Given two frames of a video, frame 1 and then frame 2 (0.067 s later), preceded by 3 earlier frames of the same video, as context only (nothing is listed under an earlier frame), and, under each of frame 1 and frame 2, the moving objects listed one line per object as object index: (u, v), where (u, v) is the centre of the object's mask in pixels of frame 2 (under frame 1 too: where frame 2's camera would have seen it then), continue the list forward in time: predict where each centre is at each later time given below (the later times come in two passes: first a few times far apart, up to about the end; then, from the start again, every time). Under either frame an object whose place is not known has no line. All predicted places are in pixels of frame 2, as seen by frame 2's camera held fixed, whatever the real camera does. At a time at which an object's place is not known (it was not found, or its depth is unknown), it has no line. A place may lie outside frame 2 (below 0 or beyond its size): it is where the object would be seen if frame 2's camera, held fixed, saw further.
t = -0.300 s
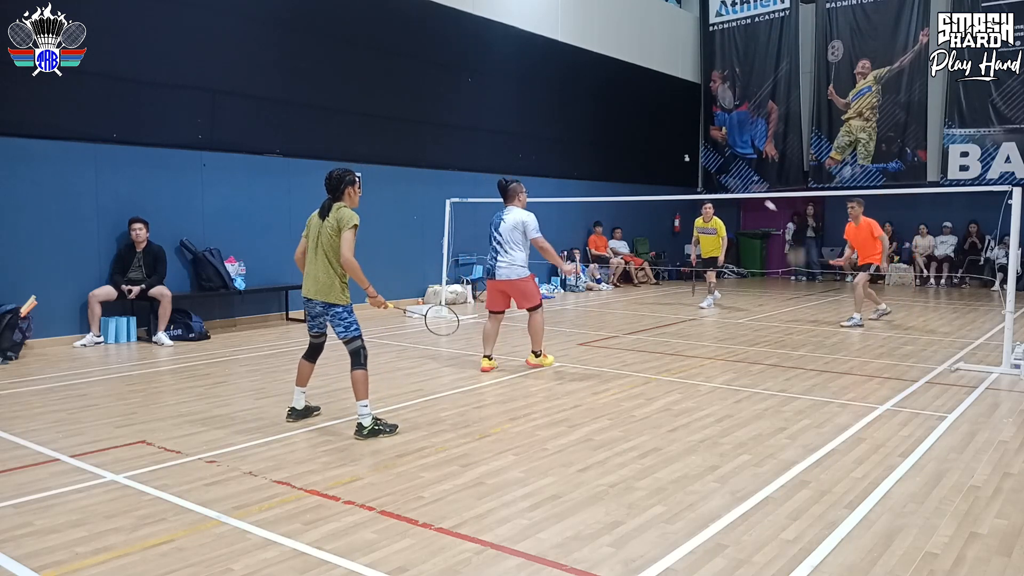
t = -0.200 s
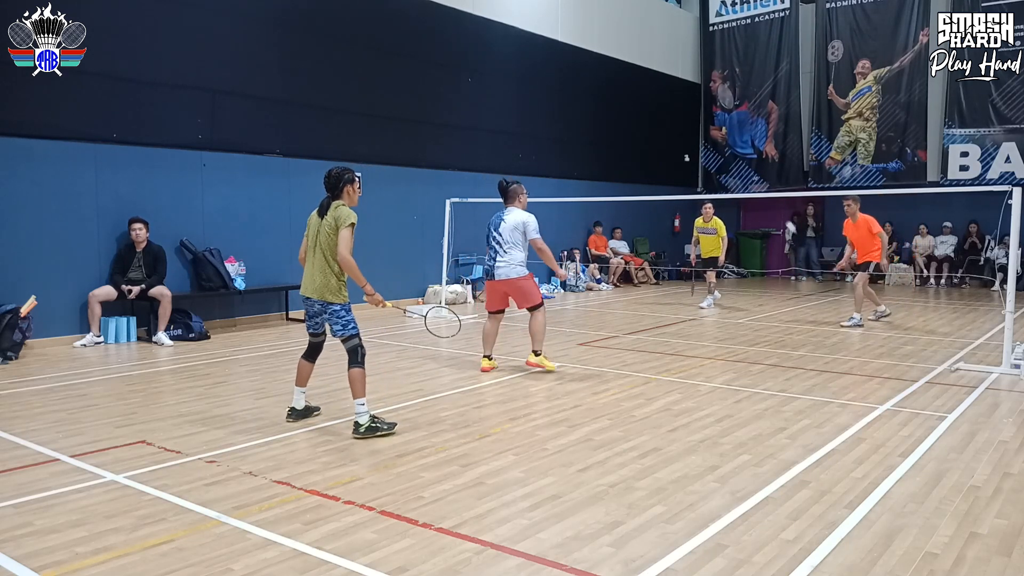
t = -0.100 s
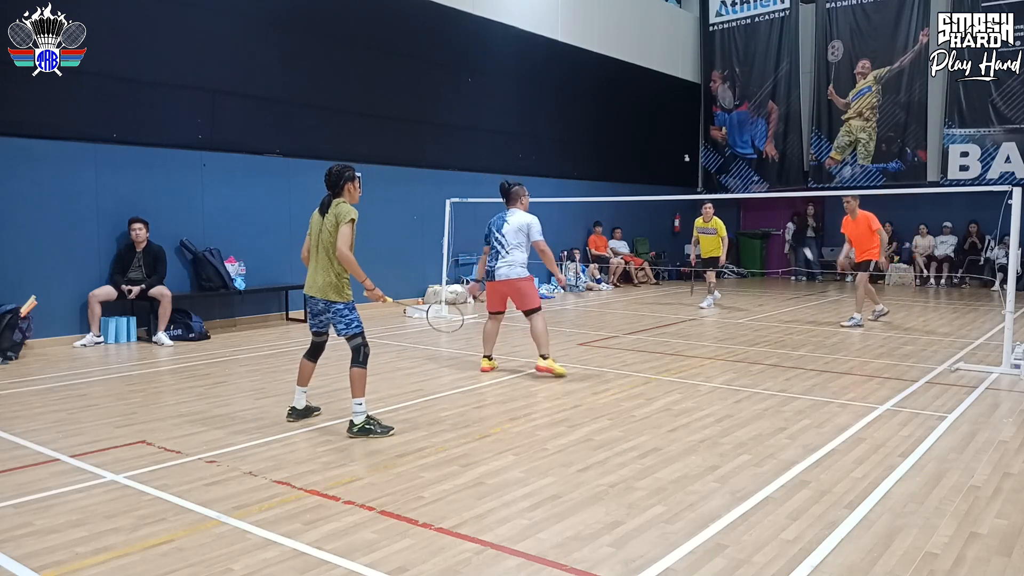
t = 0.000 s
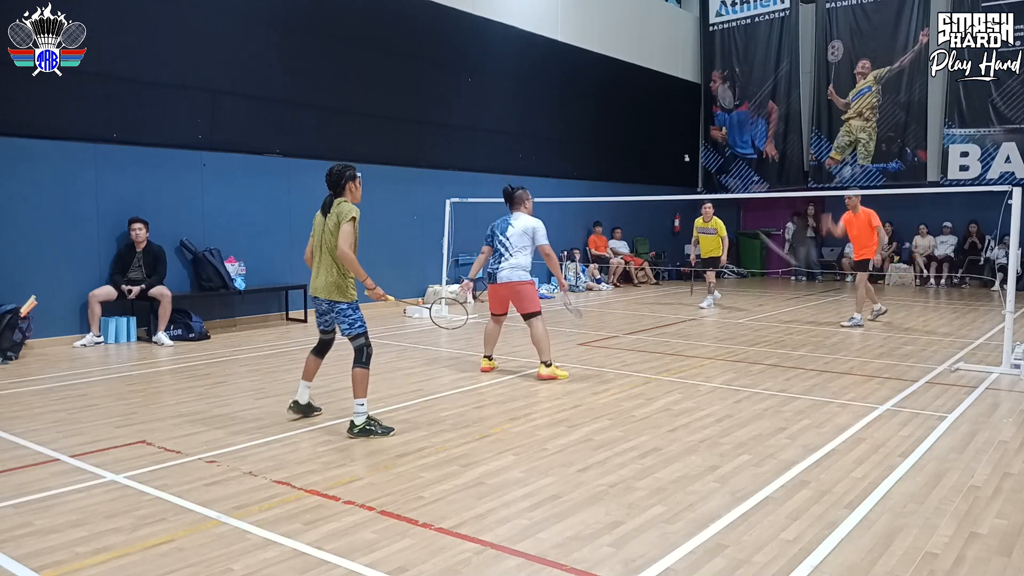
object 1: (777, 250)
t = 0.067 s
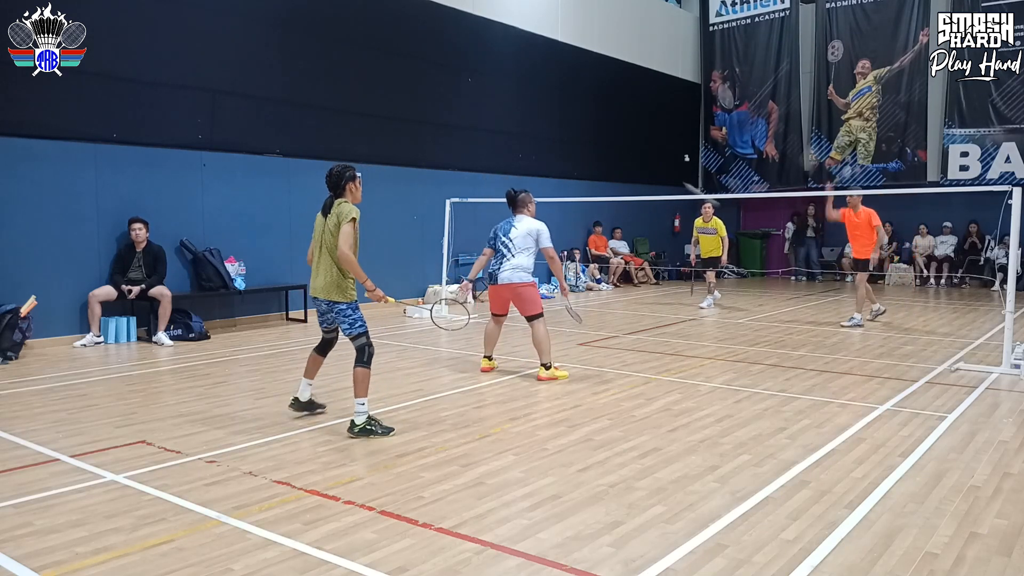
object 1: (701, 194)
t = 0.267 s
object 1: (518, 92)
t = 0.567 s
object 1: (295, 37)
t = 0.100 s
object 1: (668, 173)
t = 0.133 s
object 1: (635, 153)
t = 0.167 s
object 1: (604, 135)
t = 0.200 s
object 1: (574, 119)
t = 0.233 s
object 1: (546, 105)
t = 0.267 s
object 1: (518, 92)
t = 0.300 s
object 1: (491, 80)
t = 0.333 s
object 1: (466, 70)
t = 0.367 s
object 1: (440, 61)
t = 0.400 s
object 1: (414, 54)
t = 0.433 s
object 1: (390, 48)
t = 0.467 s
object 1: (366, 43)
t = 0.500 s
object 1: (341, 40)
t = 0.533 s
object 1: (318, 38)
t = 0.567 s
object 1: (295, 37)
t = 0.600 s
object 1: (272, 38)
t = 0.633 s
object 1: (249, 40)
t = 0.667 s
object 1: (227, 43)
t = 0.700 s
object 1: (205, 48)
